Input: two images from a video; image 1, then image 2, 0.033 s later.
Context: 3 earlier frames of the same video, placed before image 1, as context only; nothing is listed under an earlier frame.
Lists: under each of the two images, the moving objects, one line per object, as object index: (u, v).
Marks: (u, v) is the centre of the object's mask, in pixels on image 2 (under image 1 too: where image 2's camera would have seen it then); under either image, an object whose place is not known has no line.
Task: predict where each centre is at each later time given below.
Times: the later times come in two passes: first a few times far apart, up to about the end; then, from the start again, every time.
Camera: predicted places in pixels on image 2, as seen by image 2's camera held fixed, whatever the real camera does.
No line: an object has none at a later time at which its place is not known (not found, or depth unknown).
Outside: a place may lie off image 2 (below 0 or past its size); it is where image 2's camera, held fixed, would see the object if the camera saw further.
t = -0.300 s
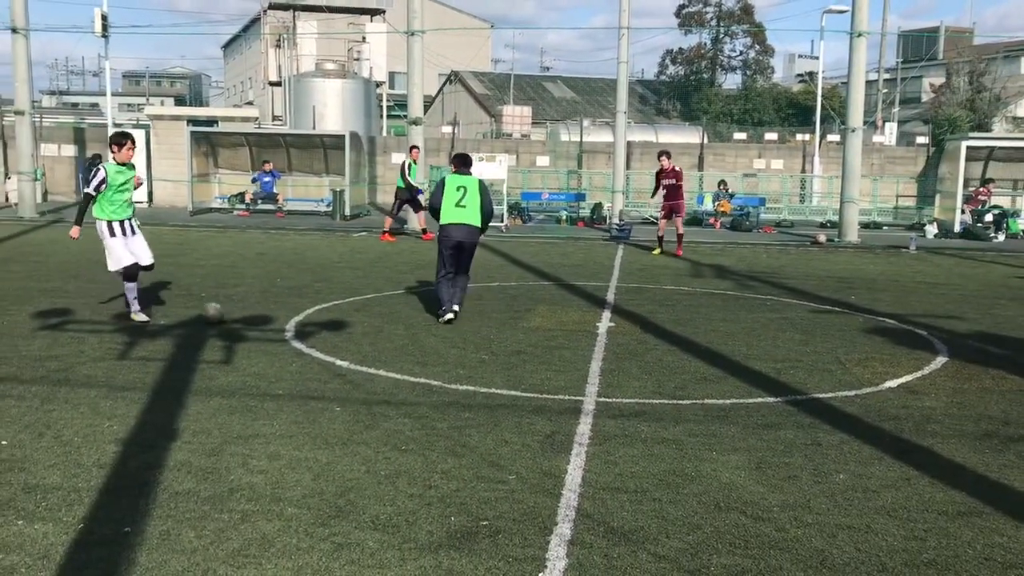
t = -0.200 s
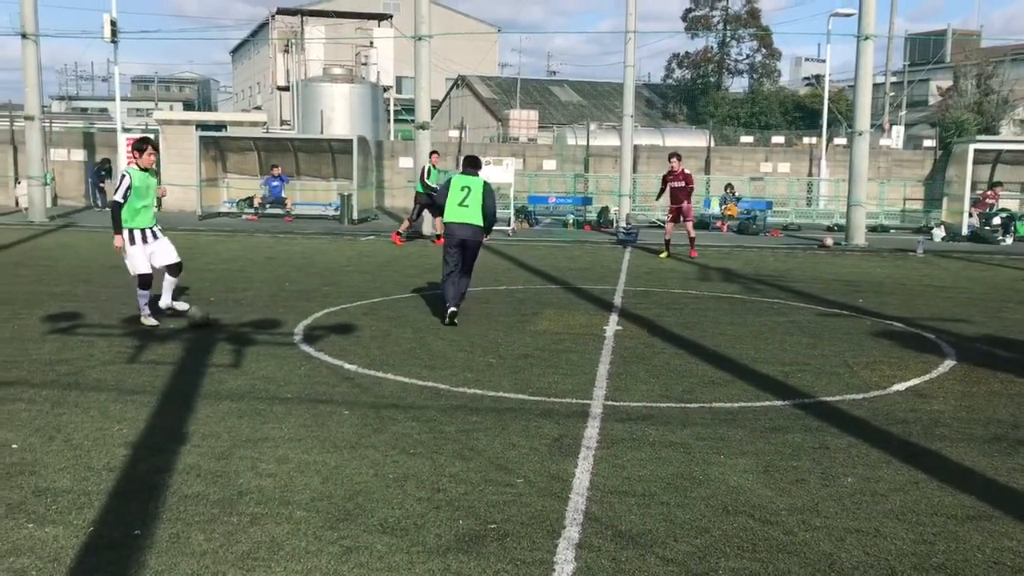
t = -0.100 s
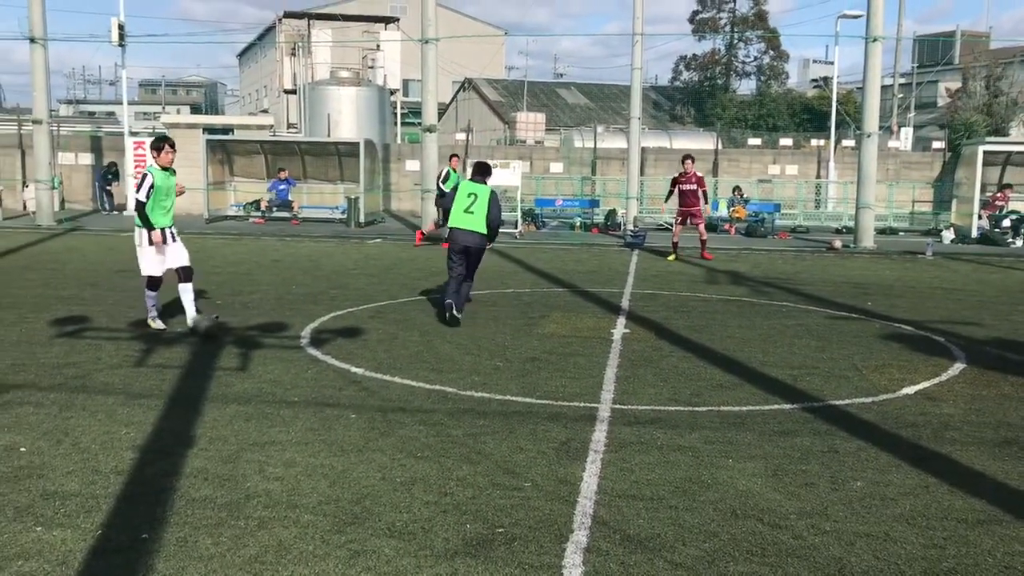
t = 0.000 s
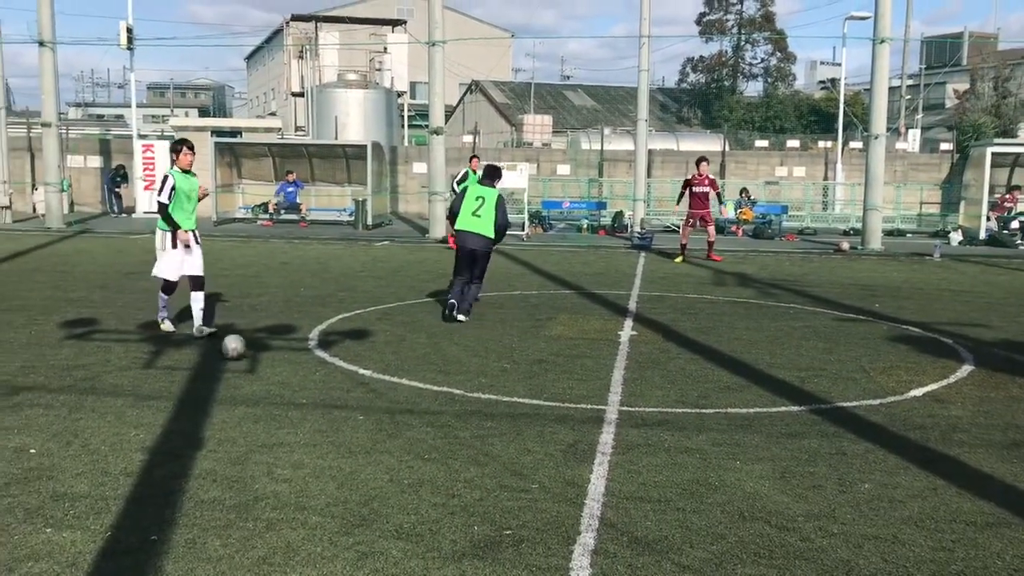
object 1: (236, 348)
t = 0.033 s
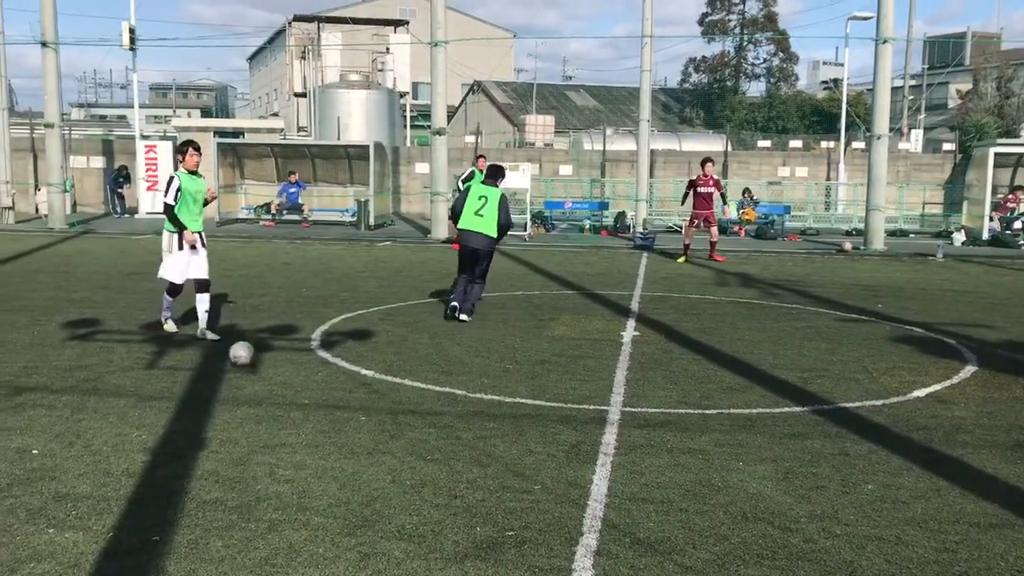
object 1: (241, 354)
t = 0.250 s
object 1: (284, 403)
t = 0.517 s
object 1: (338, 477)
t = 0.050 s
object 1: (245, 357)
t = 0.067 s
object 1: (248, 360)
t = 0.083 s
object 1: (251, 364)
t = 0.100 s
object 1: (255, 368)
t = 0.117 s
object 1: (258, 371)
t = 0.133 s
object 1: (261, 375)
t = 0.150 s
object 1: (264, 379)
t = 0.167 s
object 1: (267, 382)
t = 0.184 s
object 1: (270, 386)
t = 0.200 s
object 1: (274, 389)
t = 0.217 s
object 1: (278, 394)
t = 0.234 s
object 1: (281, 398)
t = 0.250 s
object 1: (284, 403)
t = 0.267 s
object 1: (288, 406)
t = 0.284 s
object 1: (291, 410)
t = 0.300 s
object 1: (294, 413)
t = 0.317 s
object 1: (297, 417)
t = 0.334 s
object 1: (300, 422)
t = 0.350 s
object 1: (304, 427)
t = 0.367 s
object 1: (308, 433)
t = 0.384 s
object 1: (311, 437)
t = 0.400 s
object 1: (314, 441)
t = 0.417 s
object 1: (318, 446)
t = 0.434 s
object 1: (321, 451)
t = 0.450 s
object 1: (324, 456)
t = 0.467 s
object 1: (327, 462)
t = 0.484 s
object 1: (331, 466)
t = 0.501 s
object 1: (334, 472)
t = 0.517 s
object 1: (338, 477)
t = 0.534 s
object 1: (341, 482)
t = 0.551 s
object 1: (345, 489)
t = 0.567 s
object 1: (349, 494)
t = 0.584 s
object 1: (352, 500)
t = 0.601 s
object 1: (356, 506)
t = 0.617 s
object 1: (361, 512)
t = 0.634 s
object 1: (365, 520)
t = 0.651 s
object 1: (370, 527)
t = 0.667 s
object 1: (374, 534)
